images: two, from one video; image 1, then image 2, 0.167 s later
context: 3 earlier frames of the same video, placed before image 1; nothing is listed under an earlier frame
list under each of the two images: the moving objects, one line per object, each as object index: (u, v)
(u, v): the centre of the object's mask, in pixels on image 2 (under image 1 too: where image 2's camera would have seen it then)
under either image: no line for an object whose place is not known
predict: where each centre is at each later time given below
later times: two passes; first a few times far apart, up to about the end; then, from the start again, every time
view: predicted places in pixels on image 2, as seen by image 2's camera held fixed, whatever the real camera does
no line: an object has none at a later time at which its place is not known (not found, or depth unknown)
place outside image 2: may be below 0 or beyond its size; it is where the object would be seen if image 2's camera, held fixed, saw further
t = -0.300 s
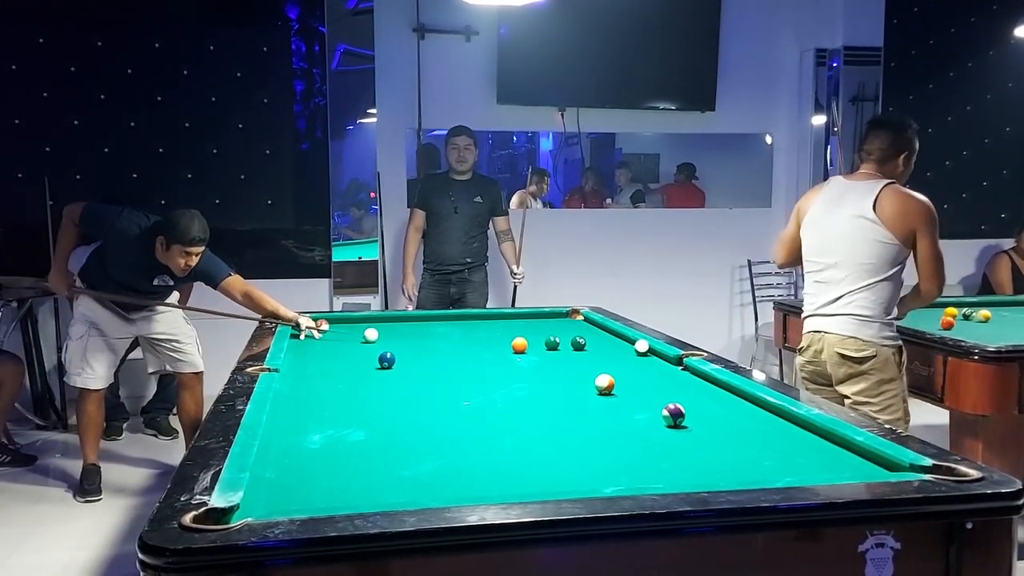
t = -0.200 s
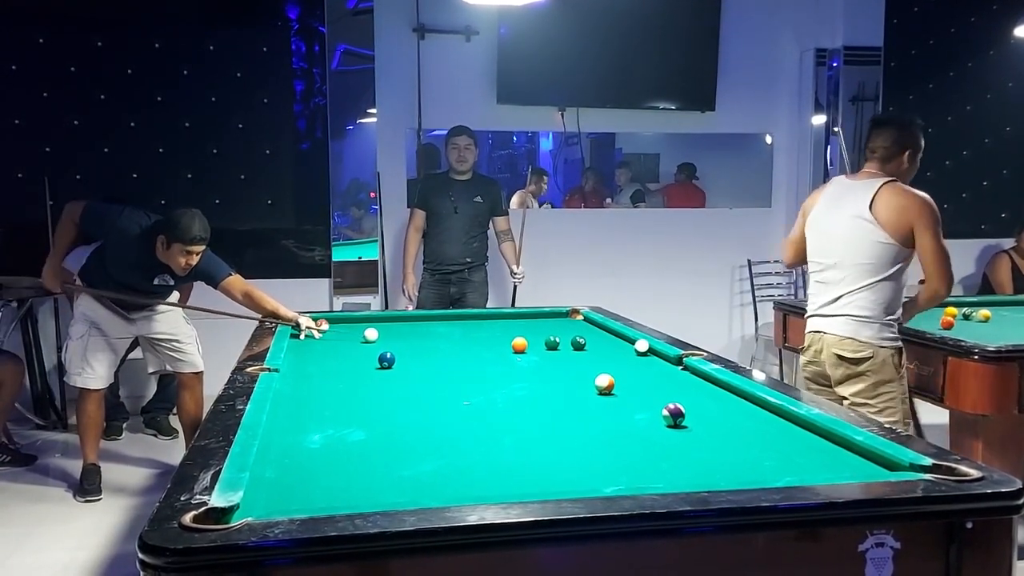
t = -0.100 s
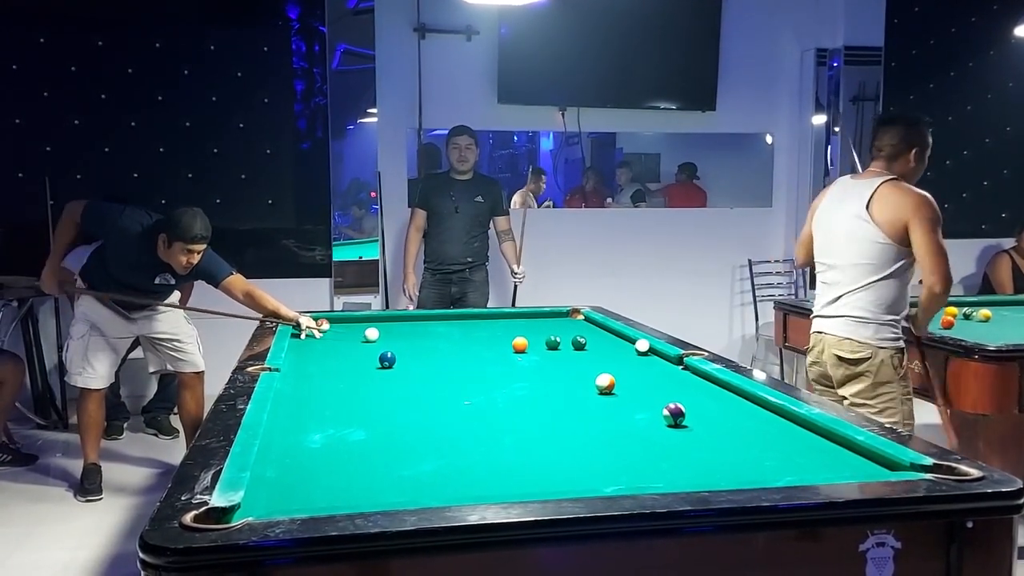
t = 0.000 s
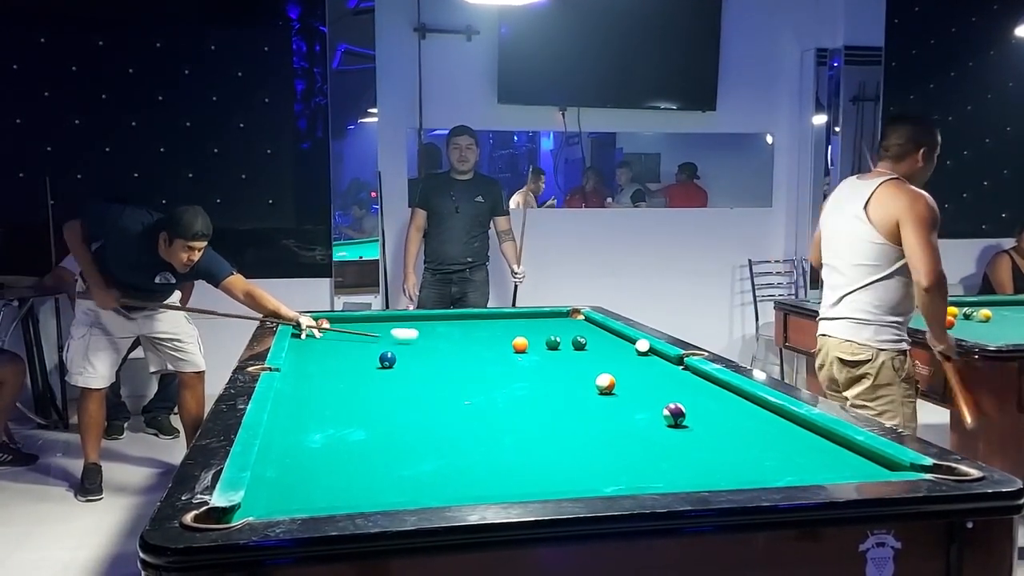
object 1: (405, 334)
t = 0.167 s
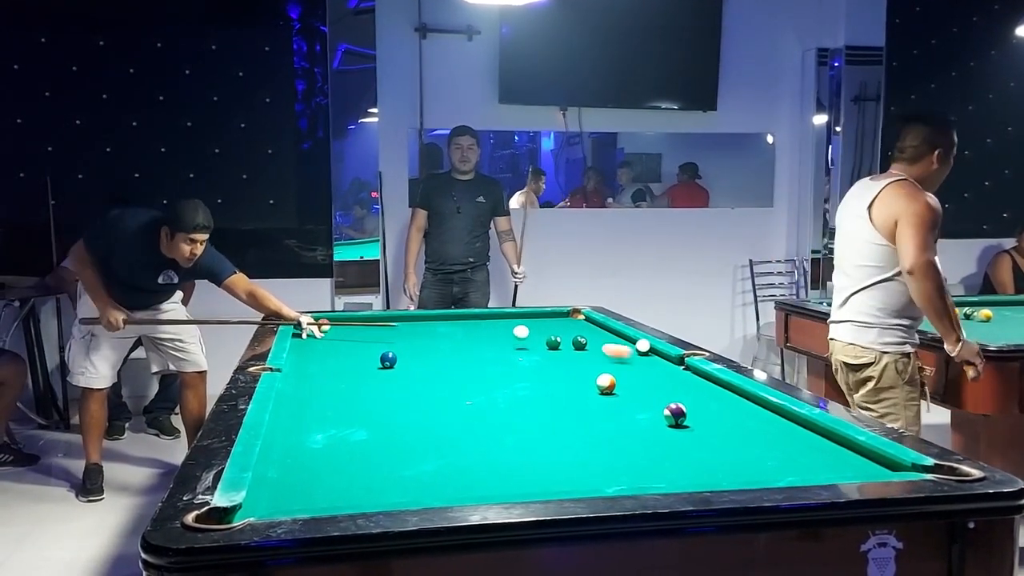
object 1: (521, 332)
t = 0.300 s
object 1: (541, 335)
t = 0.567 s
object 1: (584, 333)
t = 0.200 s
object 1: (526, 333)
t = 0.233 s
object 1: (531, 338)
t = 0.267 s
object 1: (537, 336)
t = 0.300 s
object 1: (541, 335)
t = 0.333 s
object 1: (545, 336)
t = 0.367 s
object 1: (552, 333)
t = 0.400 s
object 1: (559, 335)
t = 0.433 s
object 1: (564, 336)
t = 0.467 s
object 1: (567, 336)
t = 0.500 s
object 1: (572, 335)
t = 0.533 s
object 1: (578, 333)
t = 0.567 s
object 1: (584, 333)
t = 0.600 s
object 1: (589, 334)
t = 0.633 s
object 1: (593, 334)
